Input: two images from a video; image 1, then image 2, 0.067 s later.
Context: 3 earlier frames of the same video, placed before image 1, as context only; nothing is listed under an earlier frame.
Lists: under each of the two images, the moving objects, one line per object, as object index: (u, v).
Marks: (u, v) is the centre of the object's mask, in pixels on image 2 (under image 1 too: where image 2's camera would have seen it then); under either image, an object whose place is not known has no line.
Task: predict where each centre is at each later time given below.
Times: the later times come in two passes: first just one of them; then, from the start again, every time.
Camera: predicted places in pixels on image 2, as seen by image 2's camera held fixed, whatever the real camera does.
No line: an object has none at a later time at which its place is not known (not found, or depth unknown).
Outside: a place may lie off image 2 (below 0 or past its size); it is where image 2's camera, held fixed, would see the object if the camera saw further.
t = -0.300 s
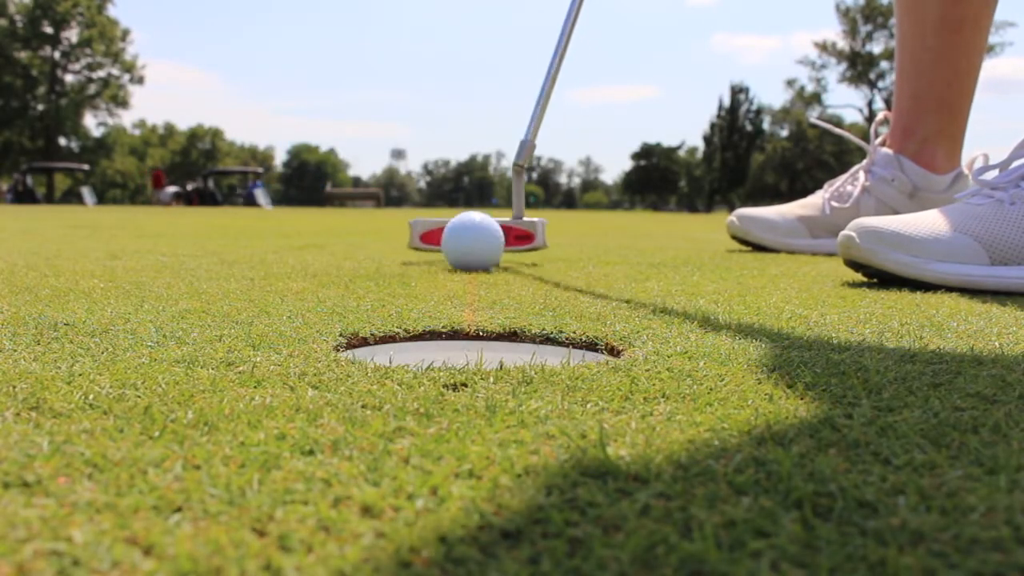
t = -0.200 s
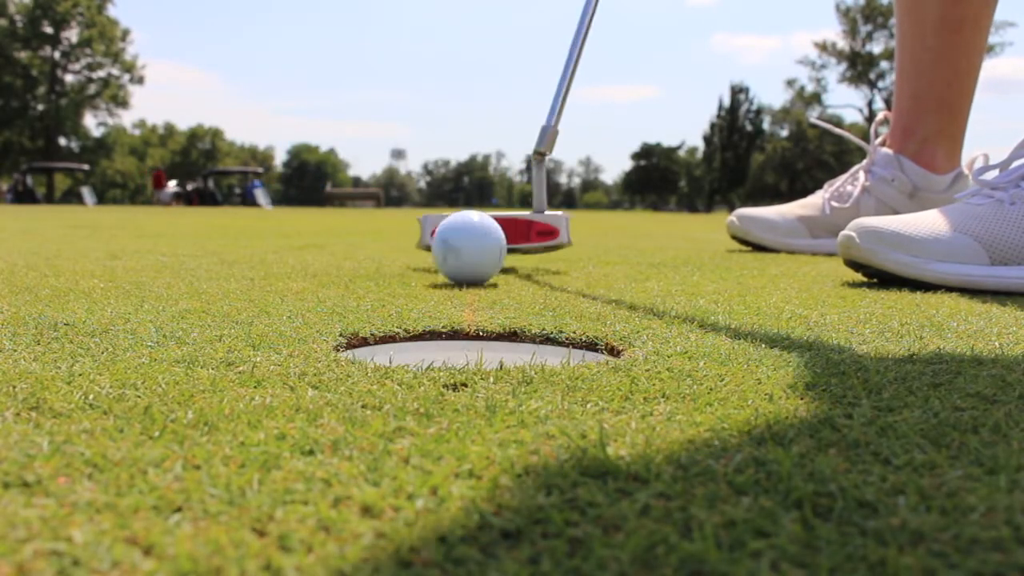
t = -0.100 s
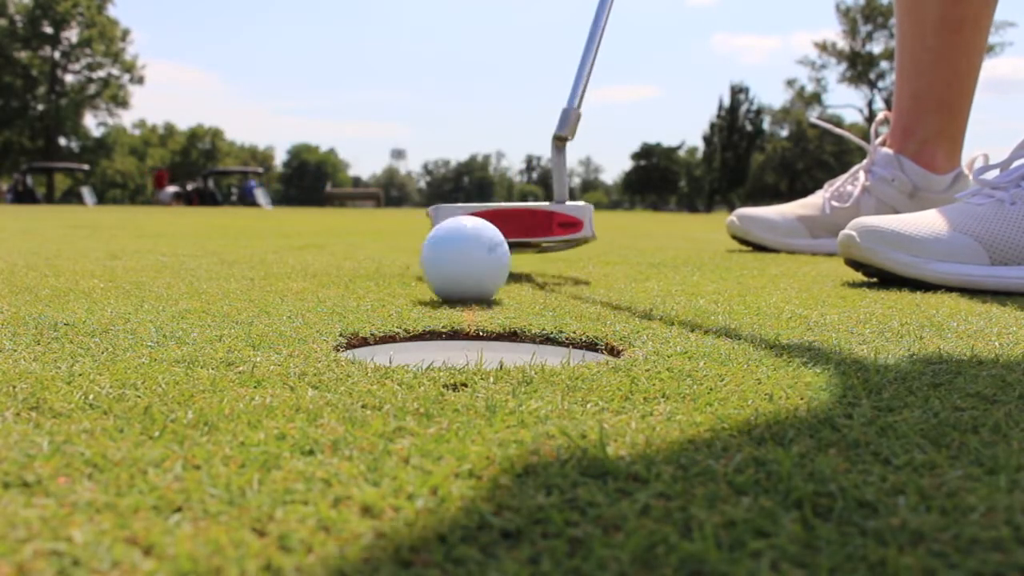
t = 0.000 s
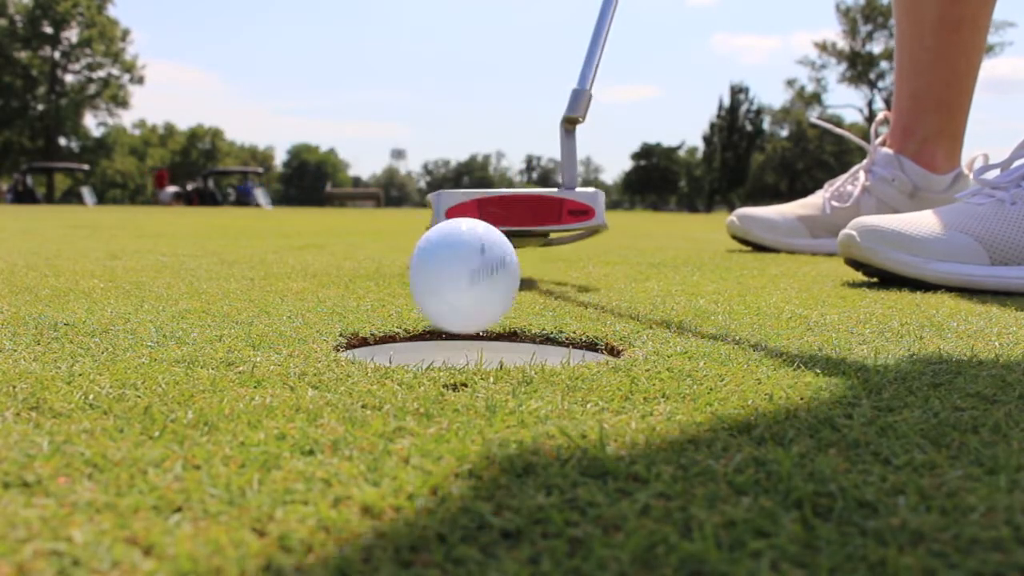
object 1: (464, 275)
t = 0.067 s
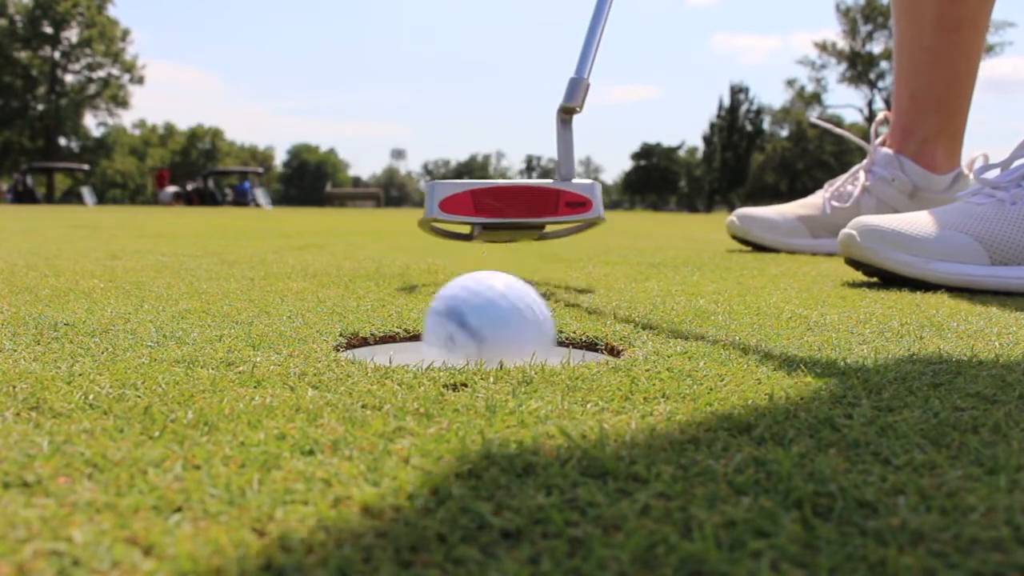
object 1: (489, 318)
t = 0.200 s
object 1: (526, 307)
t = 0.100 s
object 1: (518, 315)
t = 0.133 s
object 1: (521, 288)
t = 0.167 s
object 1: (524, 285)
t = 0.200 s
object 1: (526, 307)
